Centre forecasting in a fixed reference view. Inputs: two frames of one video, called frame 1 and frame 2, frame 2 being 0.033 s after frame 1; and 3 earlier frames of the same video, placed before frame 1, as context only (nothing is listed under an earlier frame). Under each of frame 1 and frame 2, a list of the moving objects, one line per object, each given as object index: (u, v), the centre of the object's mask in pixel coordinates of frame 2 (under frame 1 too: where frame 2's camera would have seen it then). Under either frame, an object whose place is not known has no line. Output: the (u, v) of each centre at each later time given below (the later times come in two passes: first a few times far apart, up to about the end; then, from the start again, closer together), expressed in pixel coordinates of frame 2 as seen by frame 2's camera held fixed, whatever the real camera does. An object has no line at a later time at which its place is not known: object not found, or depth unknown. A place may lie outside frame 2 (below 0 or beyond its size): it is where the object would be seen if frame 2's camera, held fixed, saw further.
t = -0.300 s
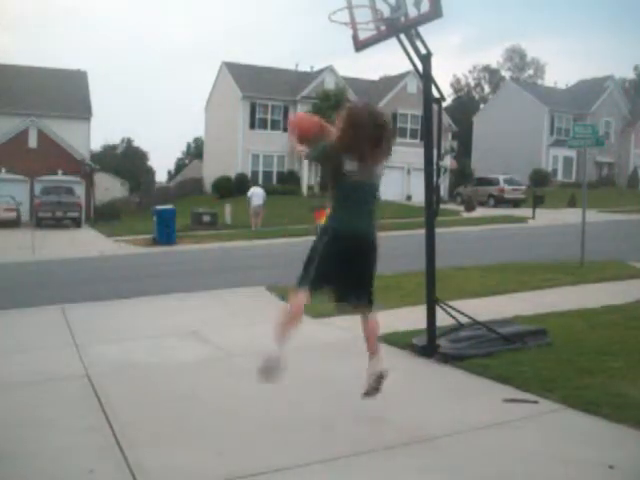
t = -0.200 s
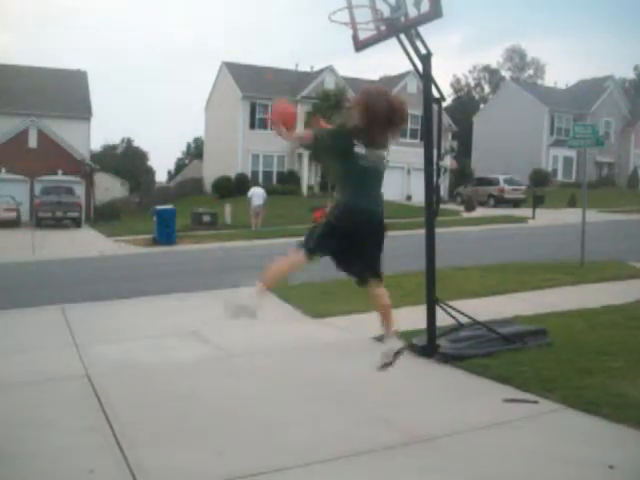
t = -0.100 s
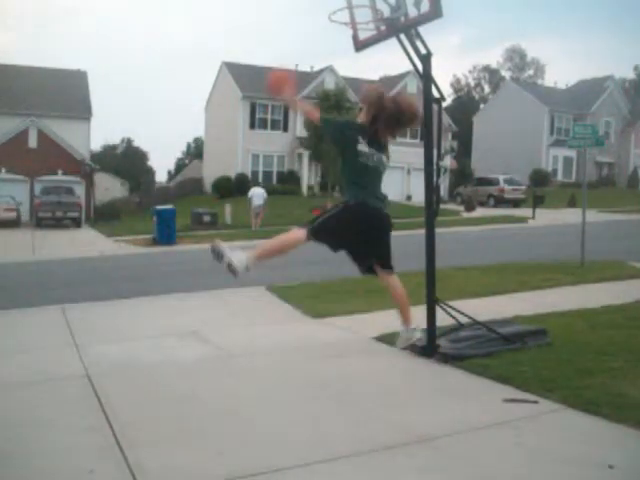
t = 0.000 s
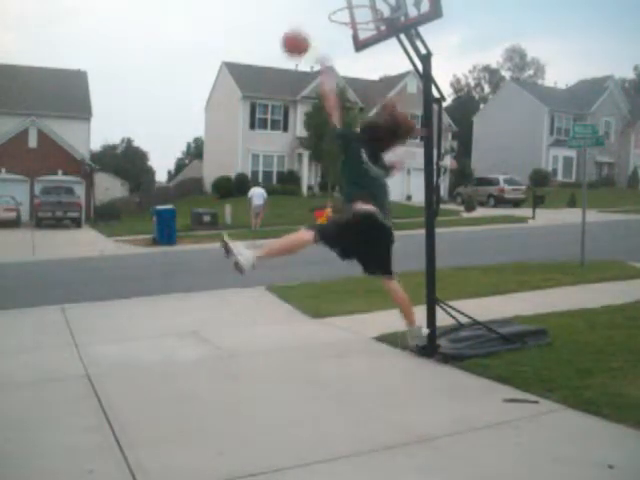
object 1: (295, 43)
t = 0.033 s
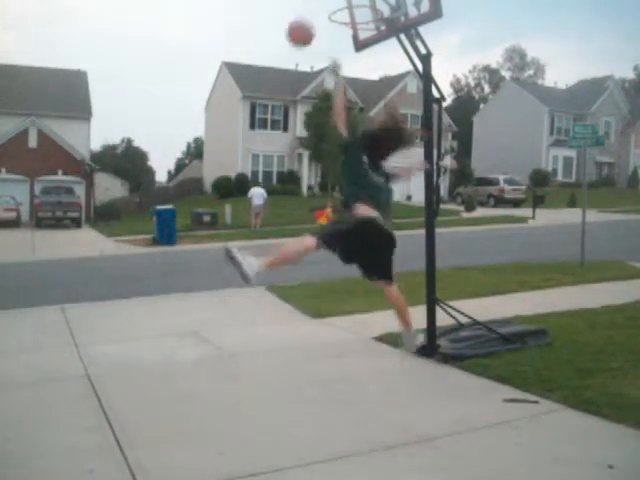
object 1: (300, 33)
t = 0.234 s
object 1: (314, 8)
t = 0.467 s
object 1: (283, 22)
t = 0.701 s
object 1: (249, 105)
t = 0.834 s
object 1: (233, 180)
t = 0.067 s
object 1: (305, 25)
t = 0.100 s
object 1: (309, 18)
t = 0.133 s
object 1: (313, 13)
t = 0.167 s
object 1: (317, 11)
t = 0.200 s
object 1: (318, 10)
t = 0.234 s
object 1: (314, 8)
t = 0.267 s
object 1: (309, 8)
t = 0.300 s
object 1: (305, 7)
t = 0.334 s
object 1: (301, 8)
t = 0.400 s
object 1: (292, 12)
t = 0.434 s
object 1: (288, 15)
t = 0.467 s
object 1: (283, 22)
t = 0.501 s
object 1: (279, 30)
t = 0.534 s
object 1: (274, 39)
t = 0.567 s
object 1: (270, 49)
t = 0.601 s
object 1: (266, 62)
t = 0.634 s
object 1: (260, 76)
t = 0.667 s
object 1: (256, 85)
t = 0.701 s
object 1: (249, 105)
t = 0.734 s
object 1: (245, 124)
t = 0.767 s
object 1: (243, 140)
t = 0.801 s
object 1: (238, 159)
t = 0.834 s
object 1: (233, 180)
